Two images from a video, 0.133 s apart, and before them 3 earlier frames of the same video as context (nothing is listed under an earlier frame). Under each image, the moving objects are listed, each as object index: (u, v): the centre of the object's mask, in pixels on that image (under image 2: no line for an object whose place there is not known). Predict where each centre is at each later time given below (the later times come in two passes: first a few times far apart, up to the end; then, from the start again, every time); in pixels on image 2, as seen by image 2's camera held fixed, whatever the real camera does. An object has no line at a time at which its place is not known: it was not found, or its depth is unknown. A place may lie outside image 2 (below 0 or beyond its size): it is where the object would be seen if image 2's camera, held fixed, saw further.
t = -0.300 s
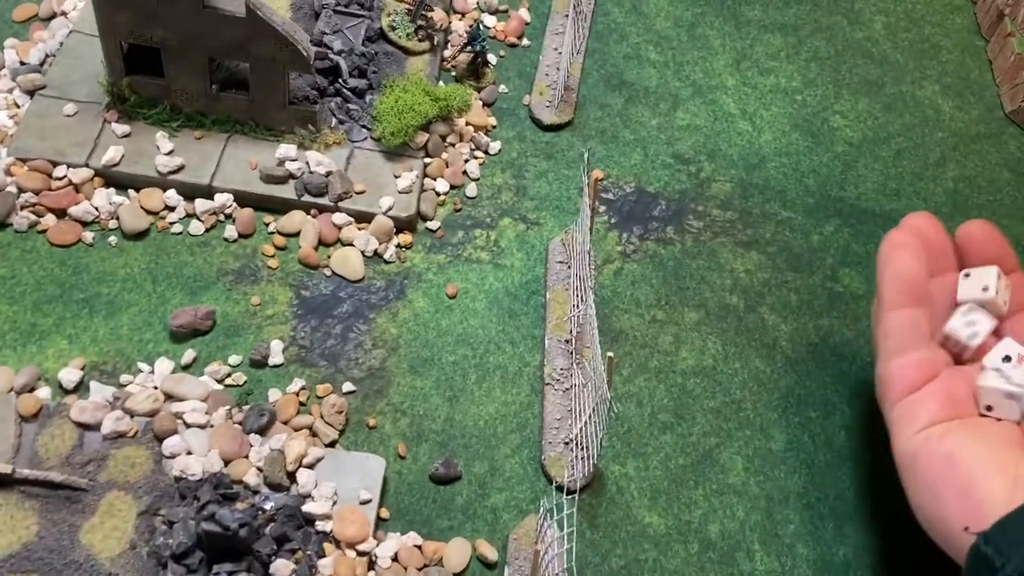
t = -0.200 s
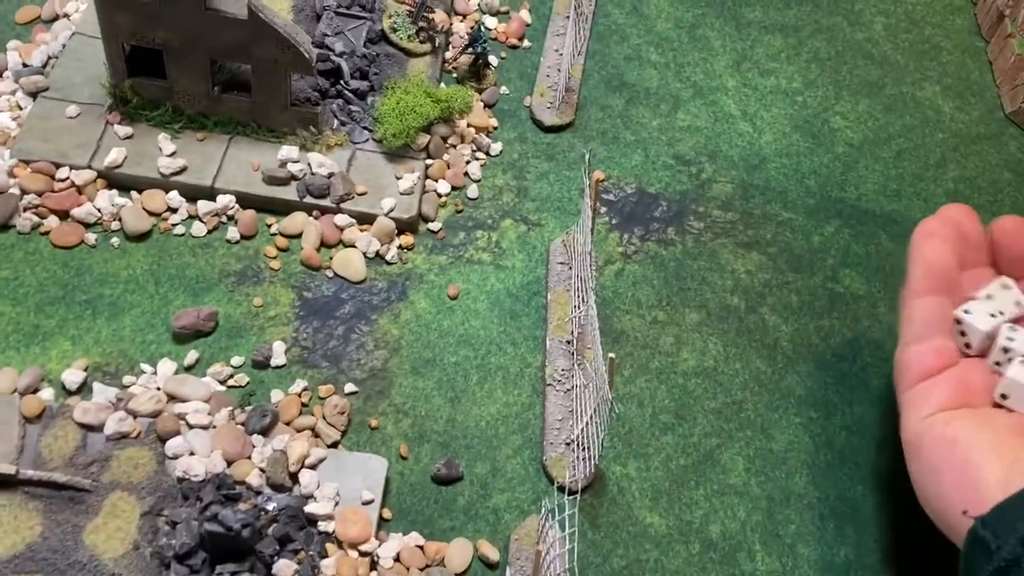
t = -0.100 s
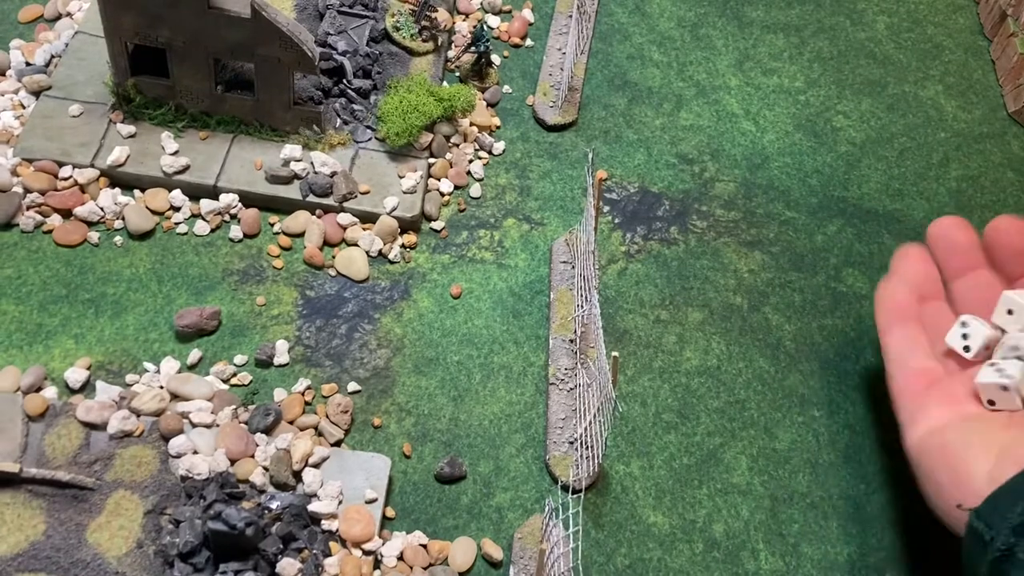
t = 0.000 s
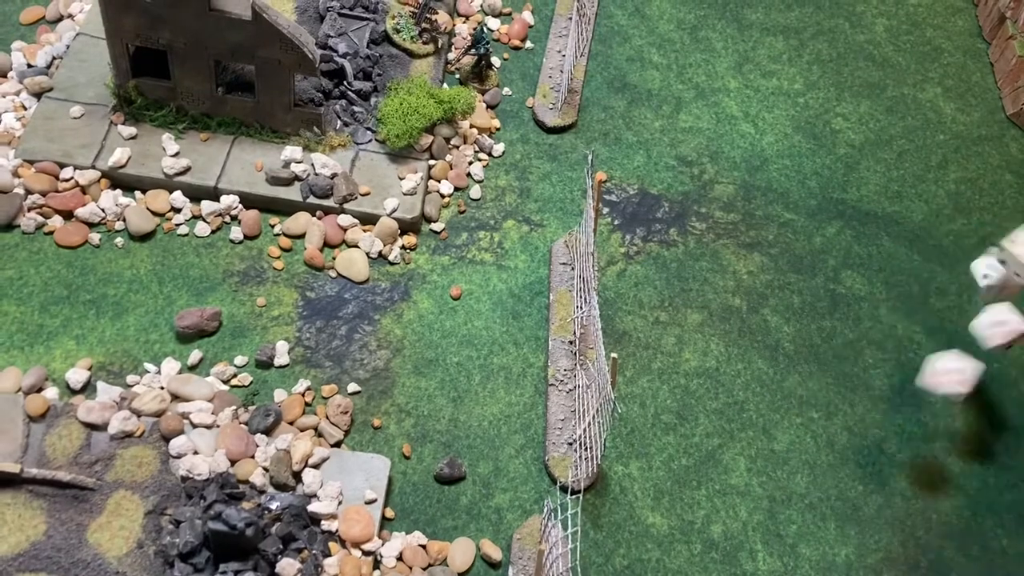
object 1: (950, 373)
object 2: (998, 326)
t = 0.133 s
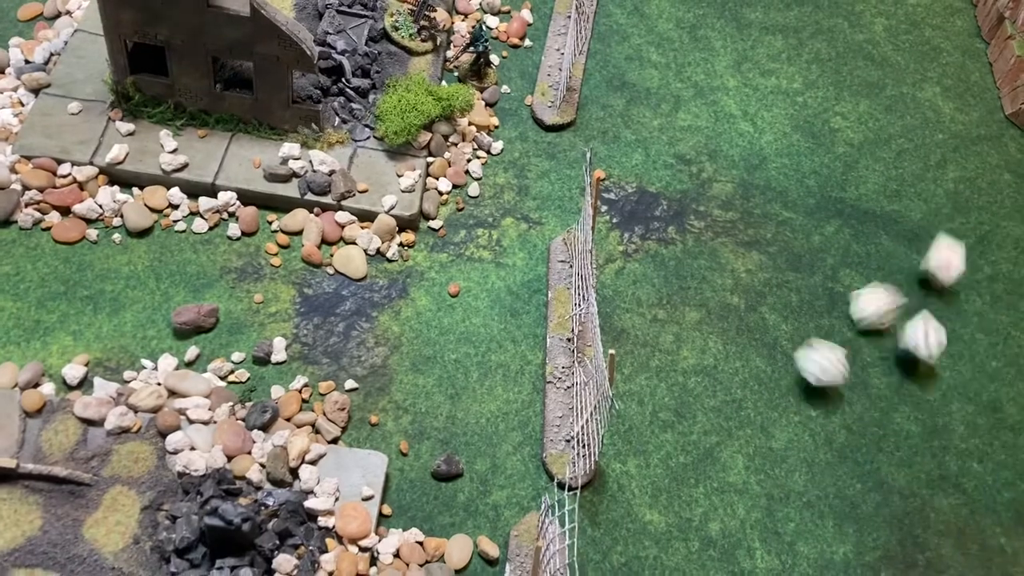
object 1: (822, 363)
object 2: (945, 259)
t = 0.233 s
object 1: (764, 292)
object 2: (901, 198)
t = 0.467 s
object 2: (899, 132)
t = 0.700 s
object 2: (899, 130)
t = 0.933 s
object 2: (899, 130)
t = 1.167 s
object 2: (900, 131)
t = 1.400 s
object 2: (900, 131)
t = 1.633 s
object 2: (899, 131)
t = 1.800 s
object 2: (899, 131)
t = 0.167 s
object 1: (795, 344)
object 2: (939, 229)
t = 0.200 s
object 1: (779, 317)
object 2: (923, 207)
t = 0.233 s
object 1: (764, 292)
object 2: (901, 198)
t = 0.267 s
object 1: (760, 266)
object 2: (890, 188)
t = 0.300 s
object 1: (749, 251)
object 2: (890, 172)
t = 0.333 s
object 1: (739, 232)
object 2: (896, 155)
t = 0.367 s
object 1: (728, 219)
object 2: (894, 147)
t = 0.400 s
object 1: (723, 211)
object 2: (897, 140)
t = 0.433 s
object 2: (896, 135)
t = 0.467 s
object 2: (899, 132)
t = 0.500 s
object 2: (899, 131)
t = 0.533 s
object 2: (899, 131)
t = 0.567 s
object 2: (899, 131)
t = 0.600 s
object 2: (899, 131)
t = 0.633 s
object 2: (899, 131)
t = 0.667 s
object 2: (899, 131)
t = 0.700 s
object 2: (899, 130)
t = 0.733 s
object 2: (899, 130)
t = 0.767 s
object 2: (899, 131)
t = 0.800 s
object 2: (899, 131)
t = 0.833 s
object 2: (899, 131)
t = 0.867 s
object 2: (899, 131)
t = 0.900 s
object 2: (899, 130)
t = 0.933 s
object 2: (899, 130)
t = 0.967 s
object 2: (899, 131)
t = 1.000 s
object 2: (899, 131)
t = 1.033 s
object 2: (900, 131)
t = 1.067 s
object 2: (900, 131)
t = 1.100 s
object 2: (899, 131)
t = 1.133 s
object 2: (899, 131)
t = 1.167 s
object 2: (900, 131)
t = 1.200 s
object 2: (900, 131)
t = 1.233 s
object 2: (899, 130)
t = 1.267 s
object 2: (900, 131)
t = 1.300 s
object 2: (900, 131)
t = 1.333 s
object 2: (900, 131)
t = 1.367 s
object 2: (900, 131)
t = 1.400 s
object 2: (900, 131)
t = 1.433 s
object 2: (900, 131)
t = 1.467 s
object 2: (899, 131)
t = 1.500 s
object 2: (899, 130)
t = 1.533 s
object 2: (899, 131)
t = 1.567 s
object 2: (899, 131)
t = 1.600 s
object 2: (899, 131)
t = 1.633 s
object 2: (899, 131)
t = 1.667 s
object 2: (899, 131)
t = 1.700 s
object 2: (899, 131)
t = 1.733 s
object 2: (899, 131)
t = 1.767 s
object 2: (899, 131)
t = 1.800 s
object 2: (899, 131)
